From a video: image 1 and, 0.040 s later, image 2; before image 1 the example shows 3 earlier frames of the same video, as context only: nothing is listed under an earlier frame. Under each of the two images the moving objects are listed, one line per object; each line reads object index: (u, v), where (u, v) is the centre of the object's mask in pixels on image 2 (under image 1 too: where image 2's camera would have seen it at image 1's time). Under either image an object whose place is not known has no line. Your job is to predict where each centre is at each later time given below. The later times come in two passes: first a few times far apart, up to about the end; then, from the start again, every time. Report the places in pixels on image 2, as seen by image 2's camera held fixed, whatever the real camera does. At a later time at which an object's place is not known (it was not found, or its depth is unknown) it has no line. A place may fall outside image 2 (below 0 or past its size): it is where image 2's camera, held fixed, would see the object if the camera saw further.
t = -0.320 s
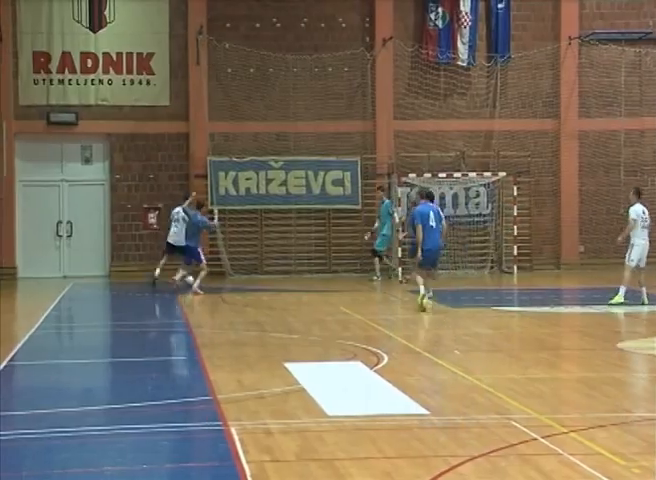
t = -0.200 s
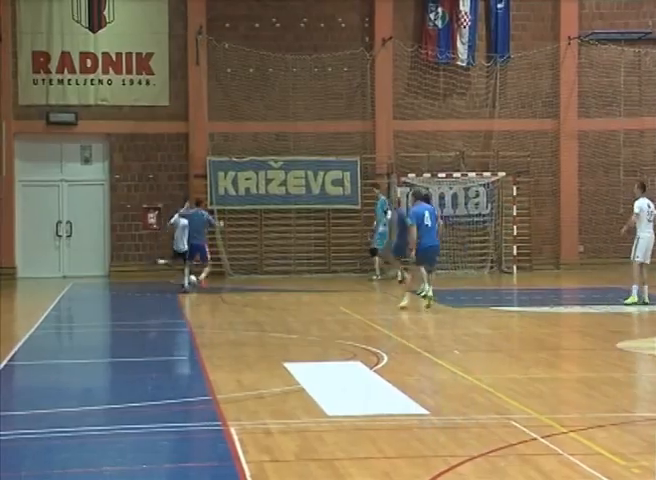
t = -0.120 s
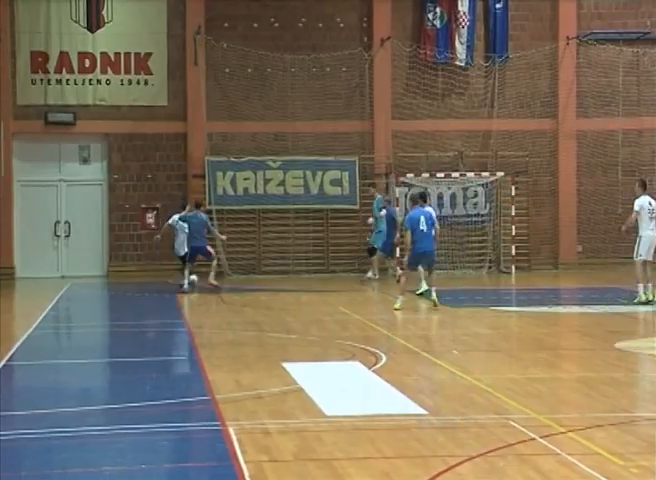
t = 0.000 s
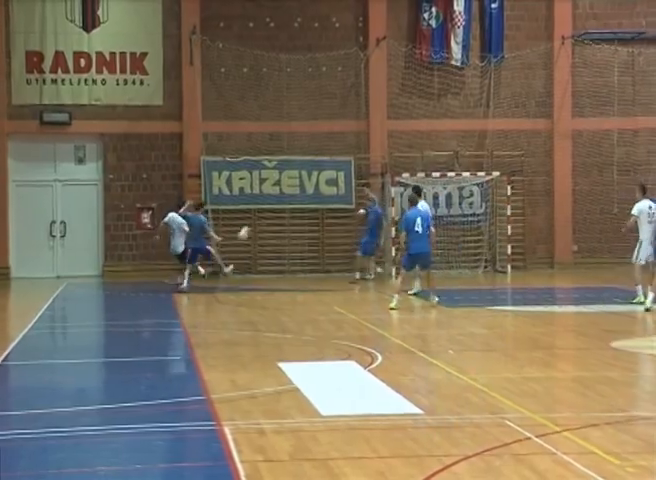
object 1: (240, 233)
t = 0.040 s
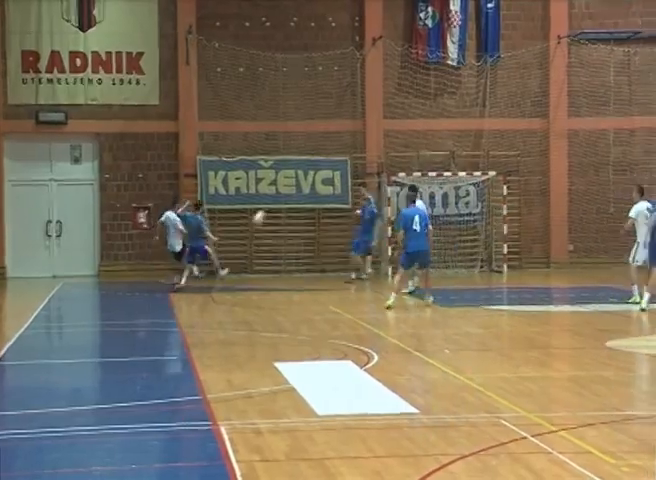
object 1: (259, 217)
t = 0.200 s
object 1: (331, 163)
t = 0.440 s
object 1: (439, 110)
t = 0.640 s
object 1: (527, 89)
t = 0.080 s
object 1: (277, 202)
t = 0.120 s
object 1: (295, 189)
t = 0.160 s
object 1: (312, 175)
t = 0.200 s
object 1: (331, 163)
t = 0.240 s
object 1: (350, 152)
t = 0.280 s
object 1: (367, 143)
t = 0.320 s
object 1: (386, 132)
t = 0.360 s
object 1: (403, 123)
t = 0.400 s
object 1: (421, 115)
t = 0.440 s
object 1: (439, 110)
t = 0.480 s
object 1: (457, 104)
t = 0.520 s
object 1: (475, 98)
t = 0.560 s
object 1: (492, 95)
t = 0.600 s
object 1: (510, 92)
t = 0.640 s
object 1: (527, 89)
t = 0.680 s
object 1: (545, 87)
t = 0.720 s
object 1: (562, 85)
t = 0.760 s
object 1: (579, 86)
